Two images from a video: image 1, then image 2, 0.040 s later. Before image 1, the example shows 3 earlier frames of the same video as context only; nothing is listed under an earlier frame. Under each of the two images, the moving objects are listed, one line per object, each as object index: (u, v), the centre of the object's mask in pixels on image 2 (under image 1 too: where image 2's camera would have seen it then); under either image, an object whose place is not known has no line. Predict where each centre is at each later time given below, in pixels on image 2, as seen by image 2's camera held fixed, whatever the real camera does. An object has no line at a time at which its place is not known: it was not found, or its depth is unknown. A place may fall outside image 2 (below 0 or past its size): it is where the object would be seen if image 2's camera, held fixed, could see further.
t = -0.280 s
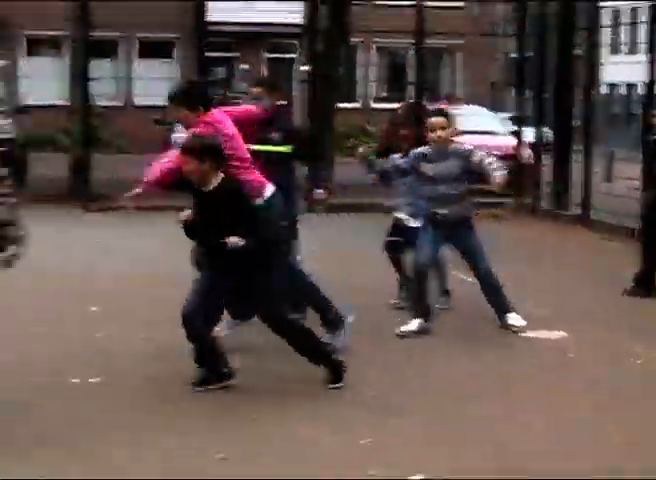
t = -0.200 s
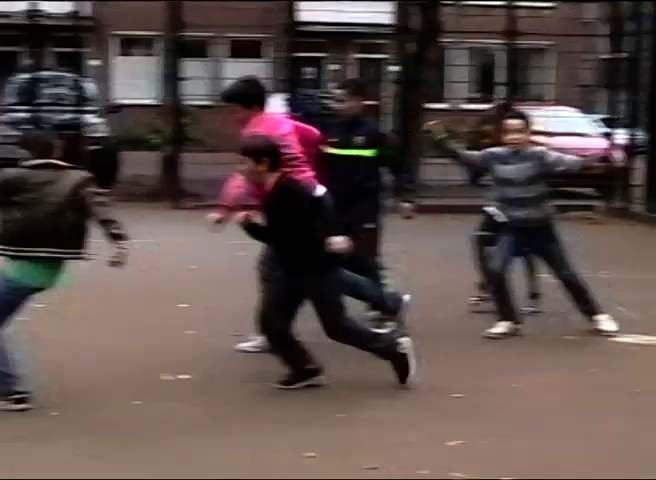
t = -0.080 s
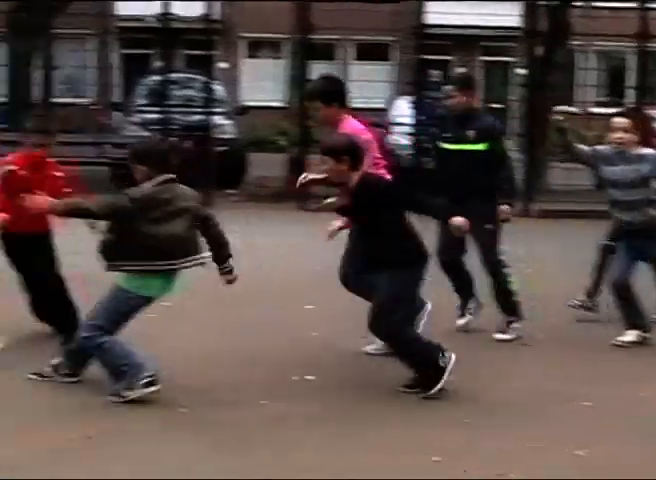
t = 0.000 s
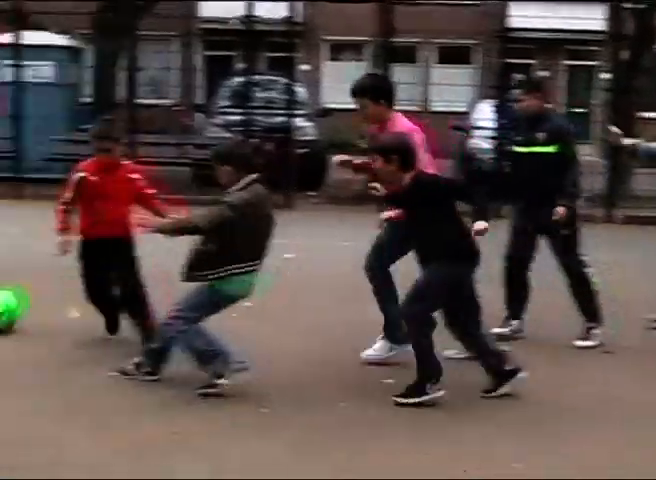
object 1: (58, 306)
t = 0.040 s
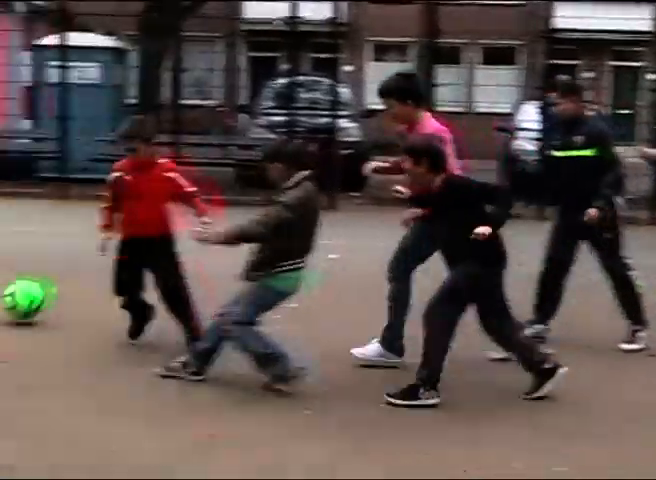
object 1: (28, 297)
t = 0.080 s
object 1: (7, 290)
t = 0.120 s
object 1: (-11, 285)
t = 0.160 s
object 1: (-31, 284)
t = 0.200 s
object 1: (-47, 279)
